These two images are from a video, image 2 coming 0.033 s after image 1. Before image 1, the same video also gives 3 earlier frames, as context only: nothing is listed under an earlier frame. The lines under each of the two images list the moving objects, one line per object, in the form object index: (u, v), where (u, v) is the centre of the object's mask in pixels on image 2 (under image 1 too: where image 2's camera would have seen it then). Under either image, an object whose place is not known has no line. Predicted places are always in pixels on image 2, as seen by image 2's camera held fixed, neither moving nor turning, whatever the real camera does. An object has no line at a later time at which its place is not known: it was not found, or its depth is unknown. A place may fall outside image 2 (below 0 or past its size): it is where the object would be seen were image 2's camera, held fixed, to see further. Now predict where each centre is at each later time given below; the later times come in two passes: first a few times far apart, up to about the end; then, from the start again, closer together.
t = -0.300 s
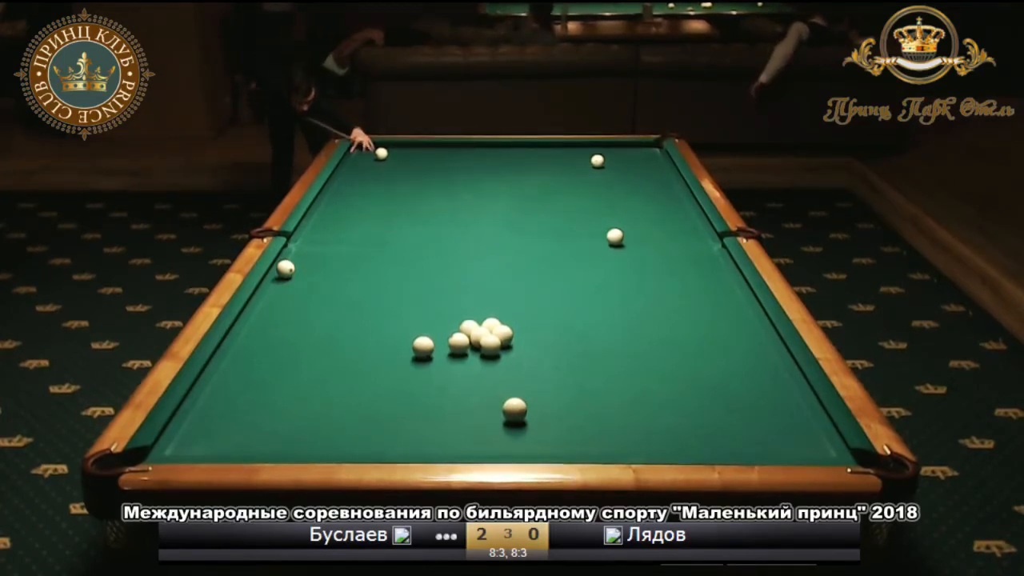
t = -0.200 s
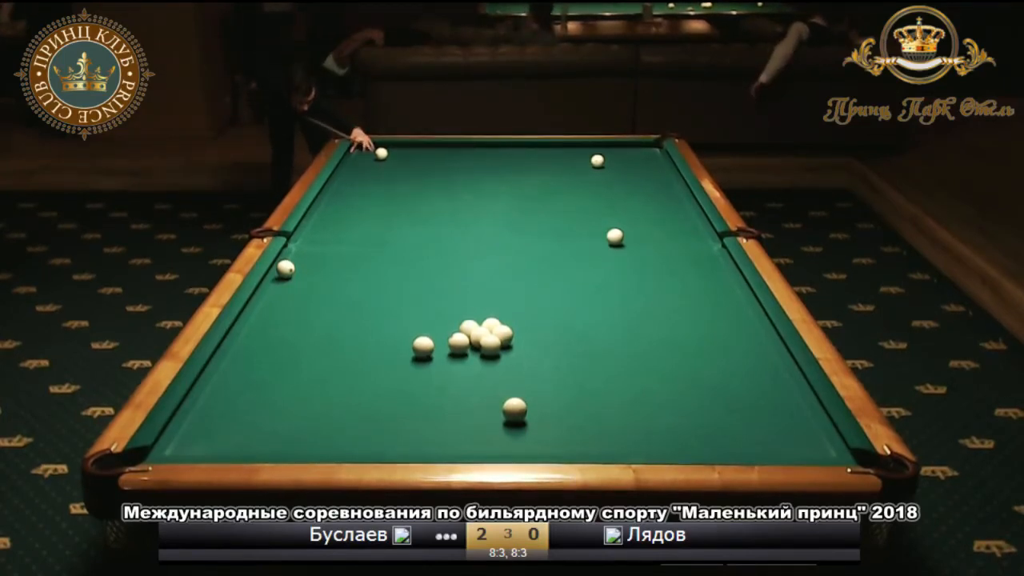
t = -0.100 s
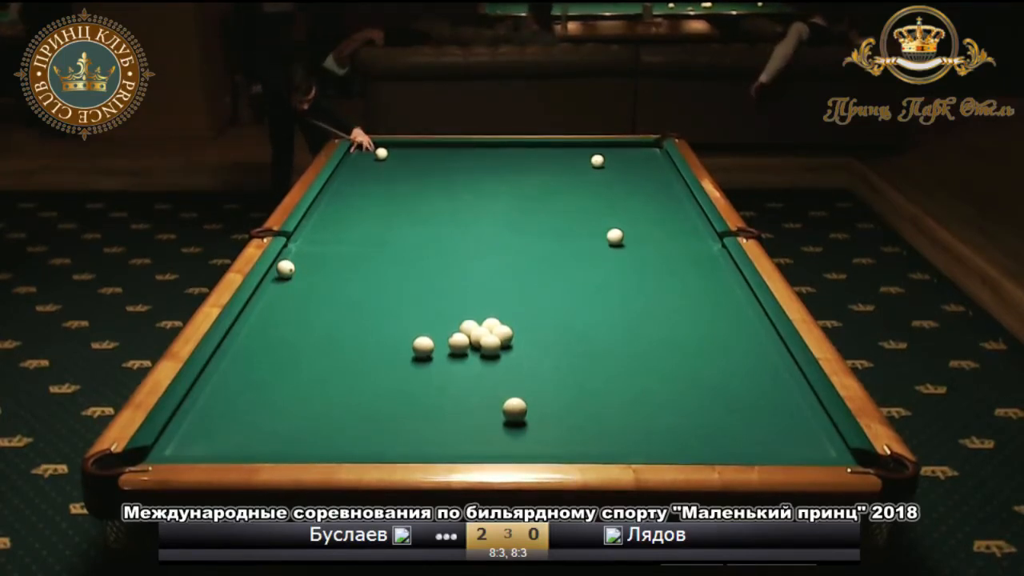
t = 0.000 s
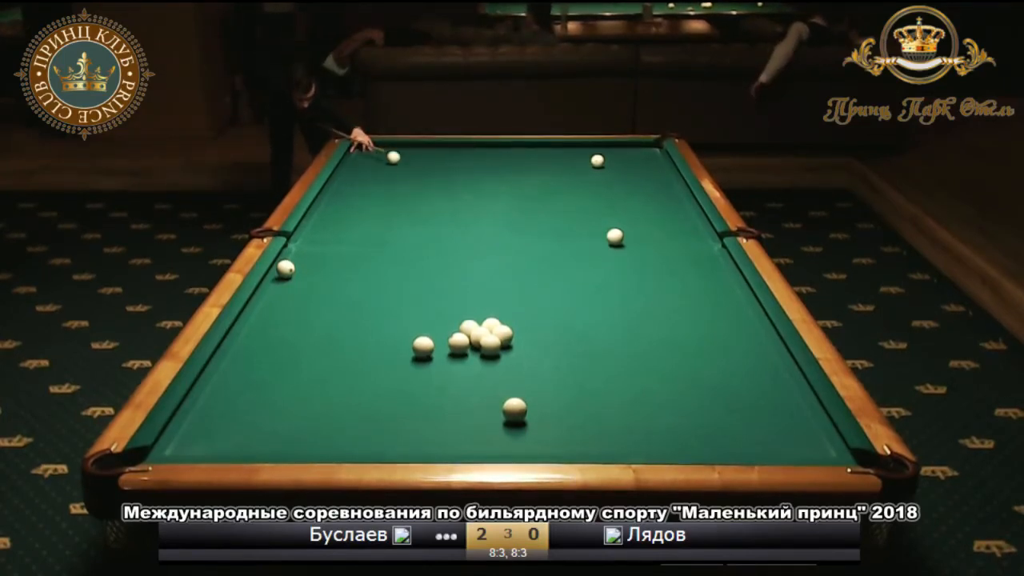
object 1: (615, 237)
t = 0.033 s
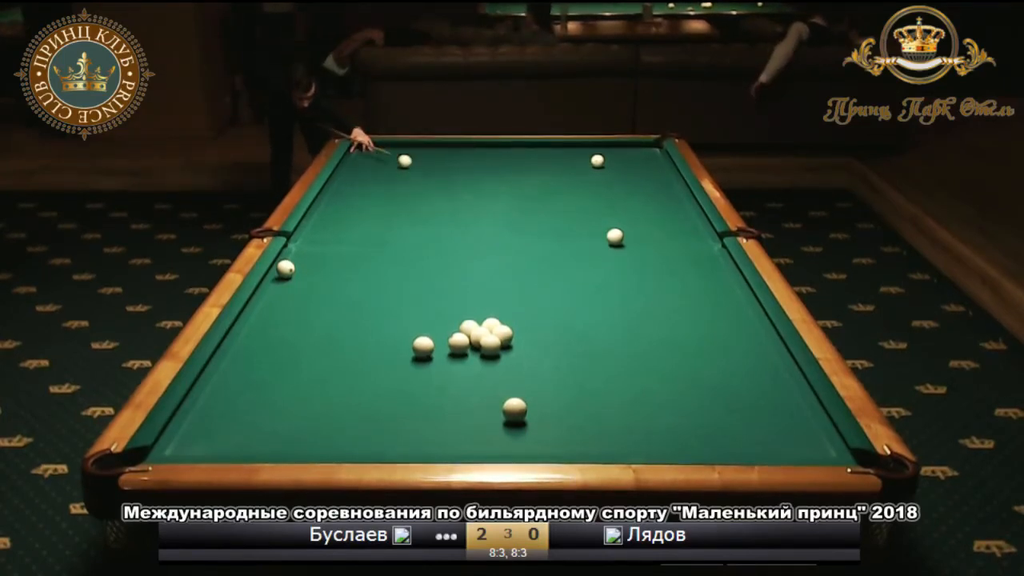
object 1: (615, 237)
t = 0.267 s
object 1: (615, 237)
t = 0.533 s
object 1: (615, 237)
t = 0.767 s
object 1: (631, 276)
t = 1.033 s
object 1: (649, 320)
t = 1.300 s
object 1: (671, 373)
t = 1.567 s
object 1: (699, 440)
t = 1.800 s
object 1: (697, 417)
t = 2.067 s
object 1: (689, 380)
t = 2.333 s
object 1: (683, 350)
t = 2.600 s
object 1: (677, 323)
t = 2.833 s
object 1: (673, 303)
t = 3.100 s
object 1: (669, 283)
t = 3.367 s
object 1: (665, 265)
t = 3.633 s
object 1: (662, 249)
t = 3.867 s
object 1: (659, 237)
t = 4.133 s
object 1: (657, 224)
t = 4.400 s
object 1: (654, 213)
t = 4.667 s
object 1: (653, 204)
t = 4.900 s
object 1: (650, 194)
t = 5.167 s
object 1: (649, 185)
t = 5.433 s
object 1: (647, 177)
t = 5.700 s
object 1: (645, 170)
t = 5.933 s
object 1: (644, 164)
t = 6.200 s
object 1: (642, 157)
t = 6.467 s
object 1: (641, 152)
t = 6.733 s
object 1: (640, 146)
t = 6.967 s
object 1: (639, 144)
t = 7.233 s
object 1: (641, 146)
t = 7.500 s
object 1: (643, 149)
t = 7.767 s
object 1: (645, 152)
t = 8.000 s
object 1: (645, 154)
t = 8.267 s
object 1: (646, 156)
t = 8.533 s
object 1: (646, 158)
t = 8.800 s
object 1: (647, 160)
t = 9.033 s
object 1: (646, 160)
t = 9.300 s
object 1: (646, 162)
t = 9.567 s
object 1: (646, 163)
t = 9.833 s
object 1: (646, 163)
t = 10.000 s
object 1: (646, 164)
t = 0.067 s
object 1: (615, 237)
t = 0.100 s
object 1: (615, 237)
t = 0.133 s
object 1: (615, 237)
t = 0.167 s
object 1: (615, 237)
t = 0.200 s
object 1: (615, 237)
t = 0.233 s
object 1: (615, 237)
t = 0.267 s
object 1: (615, 237)
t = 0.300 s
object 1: (615, 237)
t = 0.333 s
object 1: (615, 237)
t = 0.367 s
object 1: (615, 237)
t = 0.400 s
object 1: (615, 237)
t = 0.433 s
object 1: (615, 237)
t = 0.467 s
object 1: (615, 237)
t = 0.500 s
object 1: (615, 237)
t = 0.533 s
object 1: (615, 237)
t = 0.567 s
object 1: (616, 242)
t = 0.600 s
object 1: (619, 248)
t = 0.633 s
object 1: (622, 253)
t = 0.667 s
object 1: (624, 259)
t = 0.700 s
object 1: (626, 265)
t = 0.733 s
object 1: (629, 270)
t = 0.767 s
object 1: (631, 276)
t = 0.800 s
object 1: (633, 282)
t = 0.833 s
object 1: (635, 287)
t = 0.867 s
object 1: (638, 292)
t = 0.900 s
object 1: (640, 298)
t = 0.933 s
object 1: (642, 303)
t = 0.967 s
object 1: (644, 309)
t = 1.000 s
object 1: (647, 314)
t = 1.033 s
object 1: (649, 320)
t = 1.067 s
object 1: (652, 326)
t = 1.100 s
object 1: (654, 332)
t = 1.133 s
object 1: (657, 339)
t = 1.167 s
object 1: (660, 345)
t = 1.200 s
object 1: (662, 352)
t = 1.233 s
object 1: (665, 359)
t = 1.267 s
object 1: (668, 366)
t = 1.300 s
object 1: (671, 373)
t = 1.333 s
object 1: (675, 381)
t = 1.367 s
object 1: (678, 389)
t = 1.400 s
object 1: (681, 397)
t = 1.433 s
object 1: (685, 405)
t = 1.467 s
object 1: (689, 414)
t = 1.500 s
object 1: (692, 423)
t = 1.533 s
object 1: (696, 432)
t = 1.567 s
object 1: (699, 440)
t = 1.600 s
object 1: (703, 447)
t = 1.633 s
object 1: (703, 445)
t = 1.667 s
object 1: (702, 439)
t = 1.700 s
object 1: (700, 433)
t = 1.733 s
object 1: (699, 427)
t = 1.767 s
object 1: (697, 422)
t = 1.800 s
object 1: (697, 417)
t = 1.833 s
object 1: (695, 413)
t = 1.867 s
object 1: (694, 407)
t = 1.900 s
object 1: (693, 402)
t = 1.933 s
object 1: (692, 398)
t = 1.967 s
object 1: (691, 393)
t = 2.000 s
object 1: (691, 389)
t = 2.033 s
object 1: (690, 385)
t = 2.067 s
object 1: (689, 380)
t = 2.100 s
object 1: (688, 376)
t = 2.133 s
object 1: (687, 372)
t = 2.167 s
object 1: (686, 368)
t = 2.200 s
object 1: (686, 364)
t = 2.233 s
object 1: (685, 361)
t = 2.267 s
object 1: (684, 357)
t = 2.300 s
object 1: (683, 353)
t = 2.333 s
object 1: (683, 350)
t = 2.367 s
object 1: (682, 346)
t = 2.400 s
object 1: (681, 343)
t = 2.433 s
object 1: (681, 339)
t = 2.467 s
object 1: (680, 336)
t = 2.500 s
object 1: (679, 333)
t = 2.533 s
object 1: (678, 330)
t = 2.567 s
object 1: (678, 326)
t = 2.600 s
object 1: (677, 323)
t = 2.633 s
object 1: (677, 320)
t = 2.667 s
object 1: (676, 317)
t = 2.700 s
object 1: (675, 314)
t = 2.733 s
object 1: (675, 311)
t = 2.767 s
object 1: (674, 309)
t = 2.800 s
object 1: (674, 306)
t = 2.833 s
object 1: (673, 303)
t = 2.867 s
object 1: (672, 301)
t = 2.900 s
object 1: (672, 298)
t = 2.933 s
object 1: (671, 295)
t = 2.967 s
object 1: (671, 293)
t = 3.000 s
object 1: (670, 290)
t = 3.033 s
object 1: (670, 288)
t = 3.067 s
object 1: (669, 286)
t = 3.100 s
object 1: (669, 283)
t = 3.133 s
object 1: (668, 281)
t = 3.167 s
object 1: (668, 278)
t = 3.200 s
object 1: (667, 276)
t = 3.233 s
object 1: (667, 274)
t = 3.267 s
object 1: (667, 272)
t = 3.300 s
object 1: (666, 269)
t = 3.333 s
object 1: (666, 267)
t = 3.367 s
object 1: (665, 265)
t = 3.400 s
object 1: (665, 263)
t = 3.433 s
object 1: (664, 261)
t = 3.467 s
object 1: (664, 259)
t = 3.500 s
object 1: (664, 257)
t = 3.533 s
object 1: (663, 255)
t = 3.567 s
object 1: (663, 253)
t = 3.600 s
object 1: (662, 251)
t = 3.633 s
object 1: (662, 249)
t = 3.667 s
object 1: (661, 248)
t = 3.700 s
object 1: (661, 246)
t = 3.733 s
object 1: (661, 244)
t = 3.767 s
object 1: (661, 242)
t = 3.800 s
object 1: (660, 240)
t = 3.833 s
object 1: (660, 239)
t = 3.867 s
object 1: (659, 237)
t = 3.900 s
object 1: (659, 235)
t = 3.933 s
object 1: (659, 234)
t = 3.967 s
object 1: (658, 232)
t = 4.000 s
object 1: (658, 231)
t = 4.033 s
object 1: (658, 229)
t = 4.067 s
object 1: (657, 227)
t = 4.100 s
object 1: (657, 226)
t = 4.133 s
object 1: (657, 224)
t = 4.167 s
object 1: (656, 223)
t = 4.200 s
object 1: (656, 221)
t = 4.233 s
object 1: (656, 220)
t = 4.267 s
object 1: (655, 218)
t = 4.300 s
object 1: (655, 217)
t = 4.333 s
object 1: (655, 215)
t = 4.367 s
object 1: (655, 214)
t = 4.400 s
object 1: (654, 213)
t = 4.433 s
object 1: (654, 211)
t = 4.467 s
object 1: (654, 210)
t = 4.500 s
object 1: (654, 209)
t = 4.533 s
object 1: (653, 207)
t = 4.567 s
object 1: (653, 206)
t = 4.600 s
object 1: (653, 205)
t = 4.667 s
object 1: (653, 204)
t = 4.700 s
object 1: (652, 201)
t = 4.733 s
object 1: (652, 200)
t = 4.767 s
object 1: (651, 199)
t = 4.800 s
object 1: (651, 197)
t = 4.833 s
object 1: (651, 196)
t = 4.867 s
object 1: (651, 195)
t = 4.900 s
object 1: (650, 194)
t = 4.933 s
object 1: (650, 193)
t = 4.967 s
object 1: (650, 192)
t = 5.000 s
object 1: (650, 190)
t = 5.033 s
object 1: (650, 189)
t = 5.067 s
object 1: (649, 188)
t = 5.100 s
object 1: (649, 187)
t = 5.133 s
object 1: (649, 186)
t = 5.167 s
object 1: (649, 185)
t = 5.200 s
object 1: (648, 184)
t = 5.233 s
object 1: (648, 183)
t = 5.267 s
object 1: (648, 182)
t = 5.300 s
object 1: (648, 181)
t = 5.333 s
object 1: (648, 180)
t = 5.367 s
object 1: (647, 179)
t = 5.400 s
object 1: (647, 178)
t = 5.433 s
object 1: (647, 177)
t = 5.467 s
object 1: (647, 176)
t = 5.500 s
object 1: (646, 175)
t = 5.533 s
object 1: (646, 174)
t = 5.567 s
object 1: (646, 173)
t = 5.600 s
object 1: (646, 173)
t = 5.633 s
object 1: (646, 171)
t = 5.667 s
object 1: (645, 171)
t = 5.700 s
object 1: (645, 170)
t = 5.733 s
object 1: (645, 169)
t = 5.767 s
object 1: (645, 168)
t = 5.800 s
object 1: (645, 167)
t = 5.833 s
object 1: (644, 166)
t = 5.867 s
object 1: (644, 165)
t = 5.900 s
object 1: (644, 164)
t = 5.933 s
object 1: (644, 164)
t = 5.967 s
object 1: (644, 163)
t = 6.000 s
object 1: (644, 162)
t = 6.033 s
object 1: (643, 161)
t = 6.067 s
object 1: (643, 160)
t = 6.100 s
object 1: (643, 160)
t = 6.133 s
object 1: (643, 159)
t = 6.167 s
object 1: (643, 158)
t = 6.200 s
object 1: (642, 157)
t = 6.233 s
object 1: (642, 157)
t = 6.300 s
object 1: (642, 156)
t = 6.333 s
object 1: (642, 155)
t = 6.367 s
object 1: (641, 154)
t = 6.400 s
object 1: (641, 153)
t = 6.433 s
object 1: (641, 153)
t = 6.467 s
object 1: (641, 152)
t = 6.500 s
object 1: (641, 151)
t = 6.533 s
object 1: (641, 150)
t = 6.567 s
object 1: (640, 150)
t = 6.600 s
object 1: (640, 149)
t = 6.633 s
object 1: (640, 148)
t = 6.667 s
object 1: (640, 148)
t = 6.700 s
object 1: (640, 147)
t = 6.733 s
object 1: (640, 146)
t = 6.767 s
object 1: (640, 146)
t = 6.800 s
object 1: (639, 145)
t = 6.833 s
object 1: (639, 145)
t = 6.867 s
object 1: (639, 144)
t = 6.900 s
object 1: (639, 143)
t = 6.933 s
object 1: (639, 144)
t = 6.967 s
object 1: (639, 144)
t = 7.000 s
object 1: (640, 144)
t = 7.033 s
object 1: (640, 145)
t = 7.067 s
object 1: (640, 145)
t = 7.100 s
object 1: (640, 145)
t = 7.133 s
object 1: (640, 145)
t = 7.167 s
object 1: (641, 146)
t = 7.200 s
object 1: (641, 146)
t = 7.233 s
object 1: (641, 146)
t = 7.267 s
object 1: (641, 147)
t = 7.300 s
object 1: (642, 147)
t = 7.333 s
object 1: (642, 148)
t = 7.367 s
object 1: (642, 148)
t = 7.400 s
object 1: (642, 148)
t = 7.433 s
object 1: (643, 149)
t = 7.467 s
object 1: (643, 149)
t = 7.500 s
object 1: (643, 149)
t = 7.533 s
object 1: (644, 150)
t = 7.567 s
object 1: (644, 150)
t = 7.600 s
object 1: (644, 150)
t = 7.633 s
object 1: (644, 151)
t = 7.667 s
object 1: (644, 151)
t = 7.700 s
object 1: (644, 151)
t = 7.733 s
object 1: (644, 152)
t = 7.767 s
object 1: (645, 152)
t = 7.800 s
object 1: (645, 152)
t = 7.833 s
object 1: (645, 153)
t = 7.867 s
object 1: (645, 153)
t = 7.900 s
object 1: (645, 153)
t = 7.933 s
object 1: (645, 154)
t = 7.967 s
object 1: (645, 154)
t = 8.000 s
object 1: (645, 154)
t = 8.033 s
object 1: (645, 154)
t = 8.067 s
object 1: (645, 155)
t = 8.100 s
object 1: (646, 155)
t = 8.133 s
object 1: (646, 155)
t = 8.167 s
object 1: (646, 155)
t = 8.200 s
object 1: (646, 155)
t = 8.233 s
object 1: (646, 156)
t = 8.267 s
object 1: (646, 156)
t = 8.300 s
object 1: (646, 156)
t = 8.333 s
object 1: (646, 156)
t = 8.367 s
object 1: (646, 157)
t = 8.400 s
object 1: (646, 157)
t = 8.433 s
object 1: (646, 157)
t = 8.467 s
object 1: (646, 157)
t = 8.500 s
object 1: (646, 158)
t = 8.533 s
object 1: (646, 158)
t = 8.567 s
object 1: (647, 158)
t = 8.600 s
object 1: (647, 158)
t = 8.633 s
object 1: (647, 158)
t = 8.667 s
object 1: (646, 158)
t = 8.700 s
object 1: (647, 159)
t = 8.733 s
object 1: (647, 159)
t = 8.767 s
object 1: (647, 159)
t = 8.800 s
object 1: (647, 160)
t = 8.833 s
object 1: (647, 160)
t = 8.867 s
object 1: (647, 160)
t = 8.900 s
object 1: (647, 160)
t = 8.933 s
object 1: (646, 160)
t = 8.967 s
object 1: (646, 160)
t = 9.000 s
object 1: (646, 160)
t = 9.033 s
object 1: (646, 160)
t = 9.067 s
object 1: (646, 161)
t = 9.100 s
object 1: (646, 161)
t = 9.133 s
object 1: (646, 161)
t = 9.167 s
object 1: (646, 161)
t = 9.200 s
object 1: (646, 161)
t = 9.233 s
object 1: (646, 161)
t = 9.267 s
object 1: (646, 162)
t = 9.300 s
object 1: (646, 162)
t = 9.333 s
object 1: (646, 162)
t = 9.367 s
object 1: (646, 162)
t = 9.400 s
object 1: (646, 162)
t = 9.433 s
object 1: (646, 162)
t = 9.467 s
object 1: (646, 162)
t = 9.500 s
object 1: (646, 162)
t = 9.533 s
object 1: (646, 163)
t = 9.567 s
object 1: (646, 163)
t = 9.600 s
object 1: (646, 163)
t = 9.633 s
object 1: (646, 163)
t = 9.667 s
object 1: (646, 163)
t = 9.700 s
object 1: (646, 163)
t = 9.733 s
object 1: (646, 163)
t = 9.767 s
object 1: (646, 163)
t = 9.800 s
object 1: (646, 163)
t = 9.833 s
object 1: (646, 163)
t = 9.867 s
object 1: (646, 163)
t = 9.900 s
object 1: (646, 163)
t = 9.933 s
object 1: (646, 164)
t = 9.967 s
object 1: (646, 164)
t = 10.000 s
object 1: (646, 164)
